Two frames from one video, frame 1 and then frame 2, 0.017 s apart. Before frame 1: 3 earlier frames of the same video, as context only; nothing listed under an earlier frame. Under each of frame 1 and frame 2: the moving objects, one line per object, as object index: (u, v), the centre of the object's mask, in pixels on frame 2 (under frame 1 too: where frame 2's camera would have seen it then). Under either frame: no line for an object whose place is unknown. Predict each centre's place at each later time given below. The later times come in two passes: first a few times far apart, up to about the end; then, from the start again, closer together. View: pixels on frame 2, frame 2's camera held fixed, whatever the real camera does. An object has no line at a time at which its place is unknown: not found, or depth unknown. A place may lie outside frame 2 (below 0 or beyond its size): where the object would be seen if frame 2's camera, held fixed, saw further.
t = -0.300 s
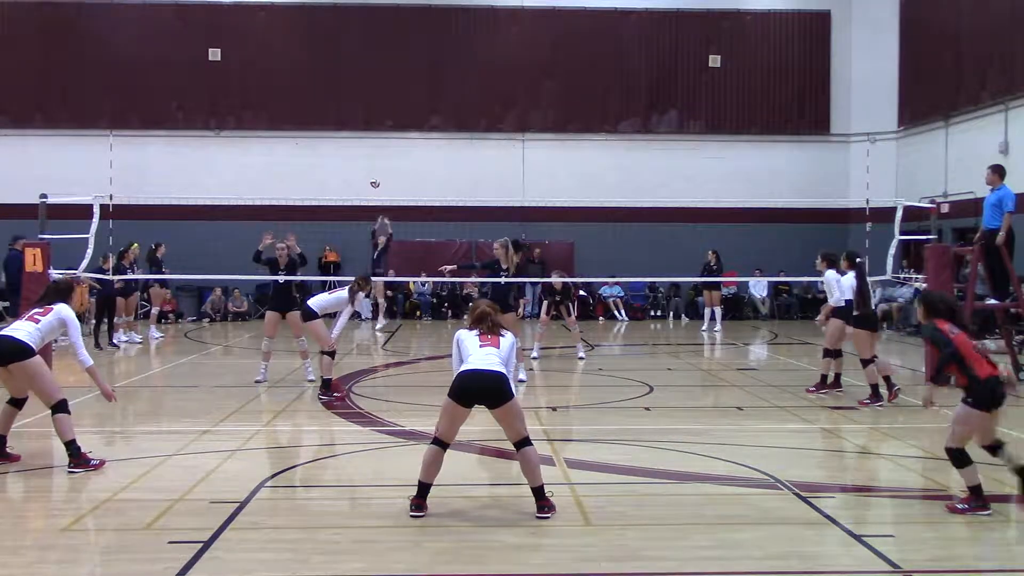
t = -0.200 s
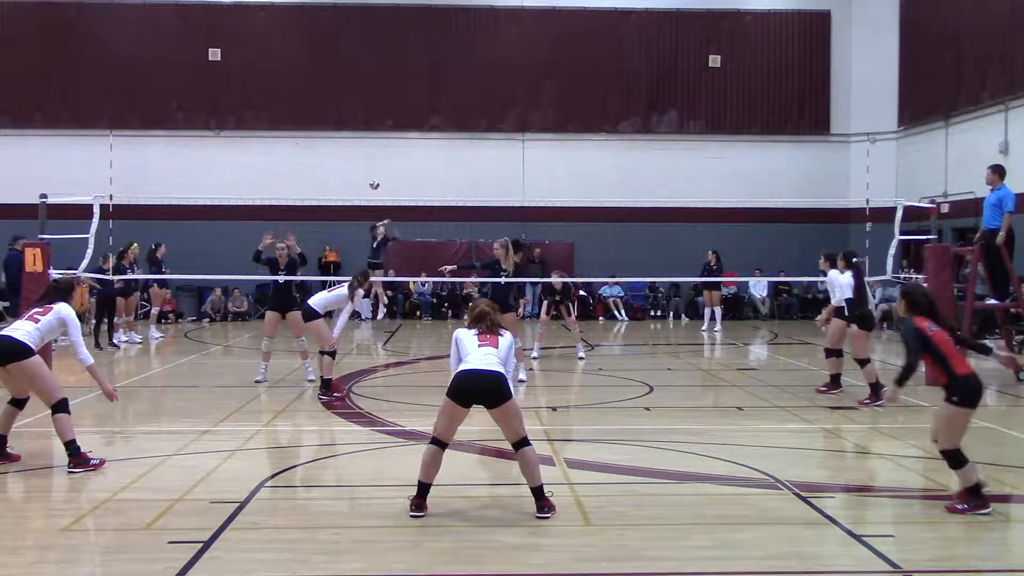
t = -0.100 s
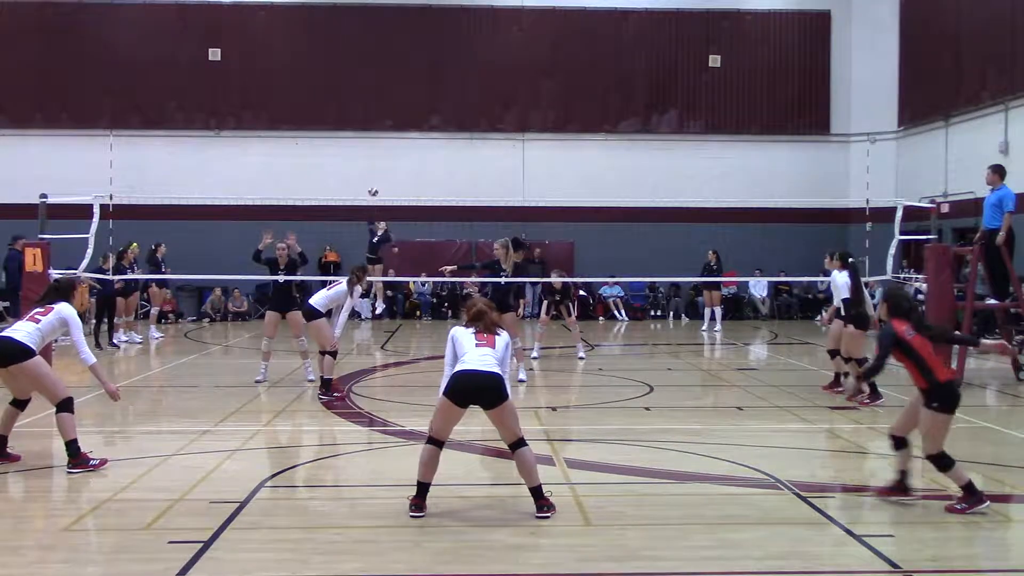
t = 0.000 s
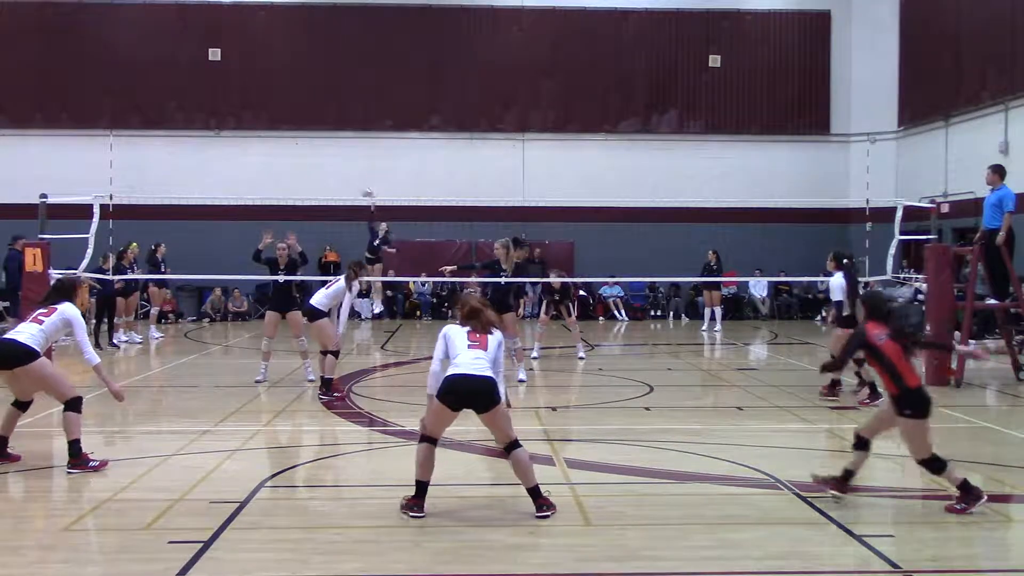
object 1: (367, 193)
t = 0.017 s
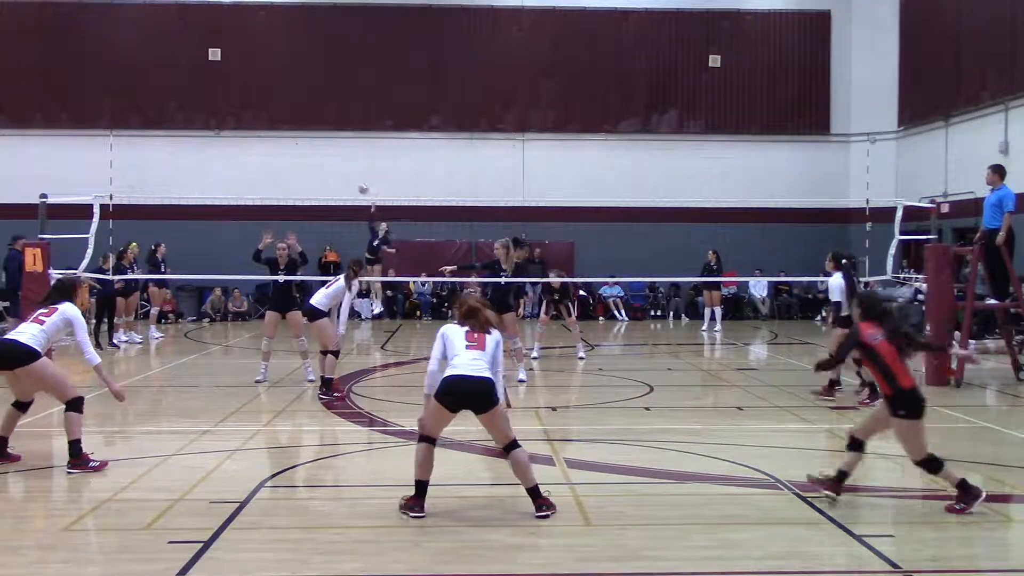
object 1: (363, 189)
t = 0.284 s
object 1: (293, 126)
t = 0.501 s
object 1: (217, 93)
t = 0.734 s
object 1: (96, 76)
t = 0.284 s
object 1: (293, 126)
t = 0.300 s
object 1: (288, 125)
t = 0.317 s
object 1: (282, 122)
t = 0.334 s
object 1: (277, 119)
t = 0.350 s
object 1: (272, 116)
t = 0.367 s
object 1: (267, 113)
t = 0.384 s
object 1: (261, 110)
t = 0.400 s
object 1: (255, 107)
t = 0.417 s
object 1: (249, 105)
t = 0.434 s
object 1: (243, 102)
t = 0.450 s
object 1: (237, 100)
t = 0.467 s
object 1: (230, 97)
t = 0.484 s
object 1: (224, 94)
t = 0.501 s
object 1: (217, 93)
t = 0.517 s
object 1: (210, 90)
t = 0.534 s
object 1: (203, 88)
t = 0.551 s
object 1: (195, 86)
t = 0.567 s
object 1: (188, 84)
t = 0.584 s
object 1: (180, 83)
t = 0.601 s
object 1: (172, 81)
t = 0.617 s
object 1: (164, 79)
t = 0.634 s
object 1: (156, 79)
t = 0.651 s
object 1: (146, 78)
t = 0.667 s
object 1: (137, 77)
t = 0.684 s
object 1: (128, 77)
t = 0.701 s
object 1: (118, 76)
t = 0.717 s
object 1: (107, 76)
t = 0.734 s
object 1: (96, 76)
